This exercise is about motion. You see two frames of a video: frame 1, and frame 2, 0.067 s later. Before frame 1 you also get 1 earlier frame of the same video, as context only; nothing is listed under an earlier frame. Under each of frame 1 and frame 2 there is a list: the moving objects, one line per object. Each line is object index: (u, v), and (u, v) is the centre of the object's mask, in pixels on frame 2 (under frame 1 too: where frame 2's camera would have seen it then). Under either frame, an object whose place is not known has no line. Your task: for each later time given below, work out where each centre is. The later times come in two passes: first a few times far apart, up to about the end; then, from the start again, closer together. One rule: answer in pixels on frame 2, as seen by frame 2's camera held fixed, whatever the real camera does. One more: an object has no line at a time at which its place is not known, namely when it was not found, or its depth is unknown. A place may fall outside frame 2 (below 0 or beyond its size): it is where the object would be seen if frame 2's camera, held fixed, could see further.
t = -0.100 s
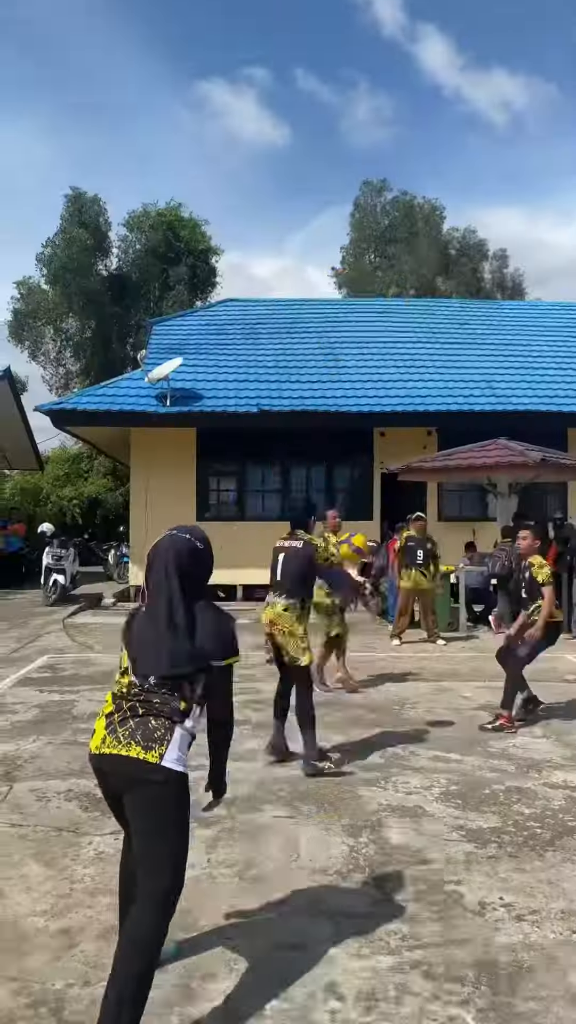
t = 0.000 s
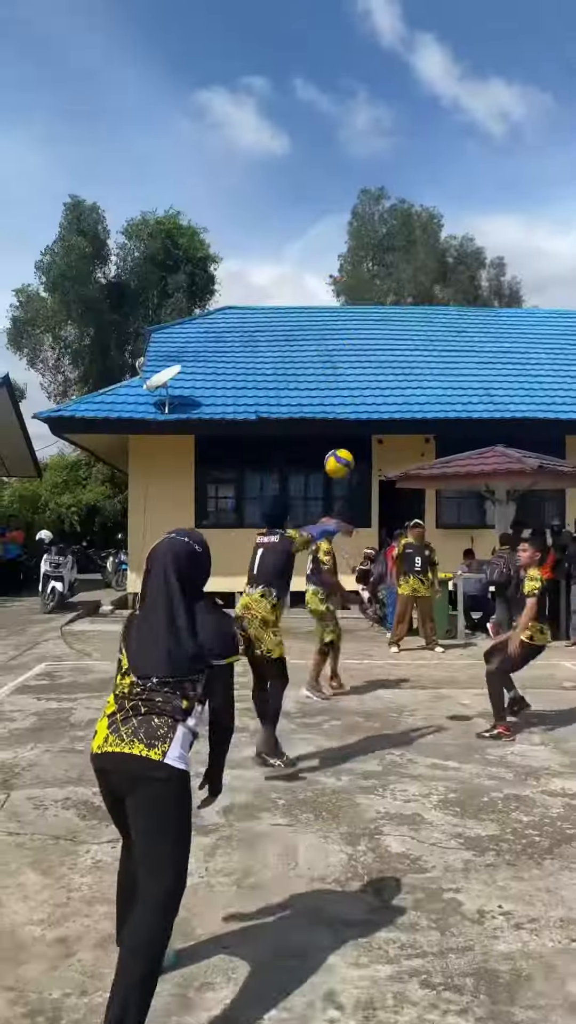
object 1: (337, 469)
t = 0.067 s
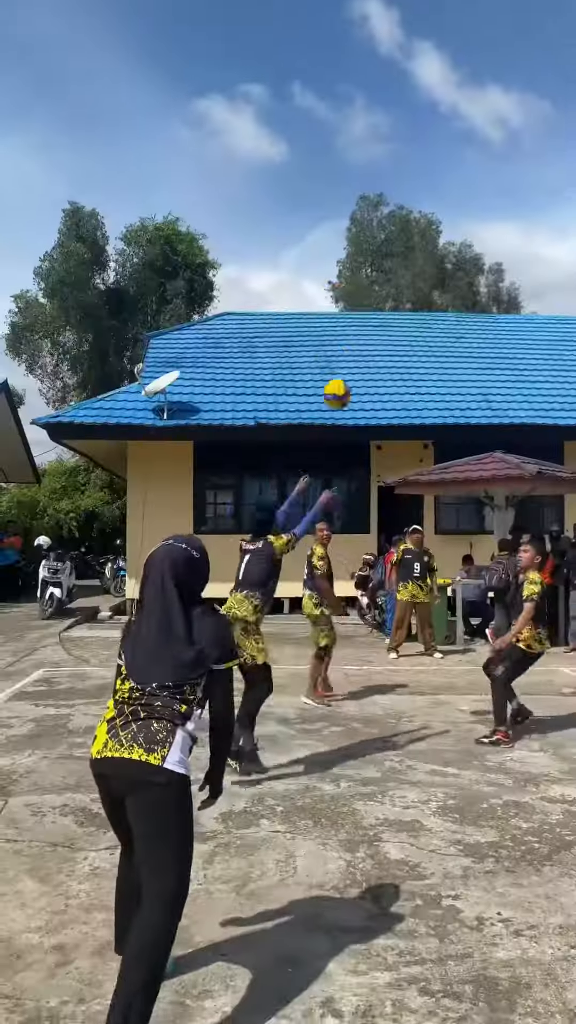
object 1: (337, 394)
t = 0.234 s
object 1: (336, 245)
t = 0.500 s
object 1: (333, 116)
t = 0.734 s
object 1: (333, 86)
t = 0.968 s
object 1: (335, 118)
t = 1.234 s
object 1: (339, 217)
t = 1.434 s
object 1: (344, 327)
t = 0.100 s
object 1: (337, 359)
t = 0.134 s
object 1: (337, 327)
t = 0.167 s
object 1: (336, 297)
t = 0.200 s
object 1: (334, 270)
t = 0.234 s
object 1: (336, 245)
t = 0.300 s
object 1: (335, 202)
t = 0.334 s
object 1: (334, 183)
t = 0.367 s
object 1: (334, 166)
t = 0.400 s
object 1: (334, 151)
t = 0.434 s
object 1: (334, 138)
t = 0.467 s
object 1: (333, 126)
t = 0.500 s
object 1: (333, 116)
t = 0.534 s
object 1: (333, 107)
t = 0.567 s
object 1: (333, 100)
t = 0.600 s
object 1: (333, 95)
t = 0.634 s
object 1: (333, 91)
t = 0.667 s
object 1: (333, 88)
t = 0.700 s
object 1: (333, 87)
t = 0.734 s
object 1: (333, 86)
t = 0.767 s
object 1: (333, 88)
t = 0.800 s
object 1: (334, 89)
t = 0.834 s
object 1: (334, 93)
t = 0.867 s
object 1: (334, 98)
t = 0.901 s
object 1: (334, 103)
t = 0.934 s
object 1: (335, 110)
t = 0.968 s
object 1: (335, 118)
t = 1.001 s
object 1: (336, 128)
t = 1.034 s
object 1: (336, 138)
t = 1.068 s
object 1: (336, 148)
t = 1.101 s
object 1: (337, 161)
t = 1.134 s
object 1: (338, 173)
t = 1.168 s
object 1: (338, 187)
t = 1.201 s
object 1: (339, 201)
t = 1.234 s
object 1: (339, 217)
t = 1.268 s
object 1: (339, 234)
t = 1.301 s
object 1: (339, 250)
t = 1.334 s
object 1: (341, 268)
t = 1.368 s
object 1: (341, 287)
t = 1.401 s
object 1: (343, 306)
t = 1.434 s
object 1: (344, 327)
